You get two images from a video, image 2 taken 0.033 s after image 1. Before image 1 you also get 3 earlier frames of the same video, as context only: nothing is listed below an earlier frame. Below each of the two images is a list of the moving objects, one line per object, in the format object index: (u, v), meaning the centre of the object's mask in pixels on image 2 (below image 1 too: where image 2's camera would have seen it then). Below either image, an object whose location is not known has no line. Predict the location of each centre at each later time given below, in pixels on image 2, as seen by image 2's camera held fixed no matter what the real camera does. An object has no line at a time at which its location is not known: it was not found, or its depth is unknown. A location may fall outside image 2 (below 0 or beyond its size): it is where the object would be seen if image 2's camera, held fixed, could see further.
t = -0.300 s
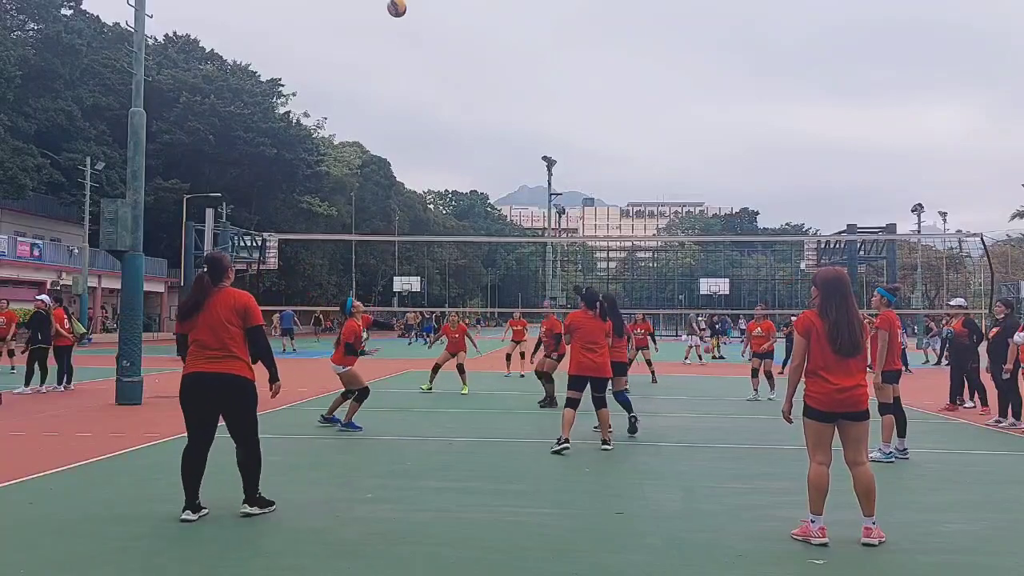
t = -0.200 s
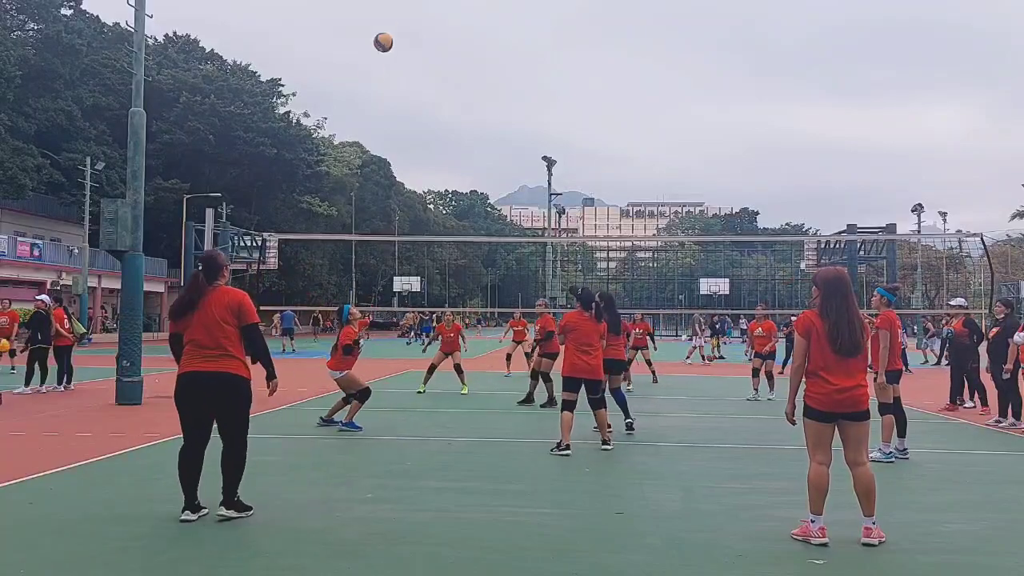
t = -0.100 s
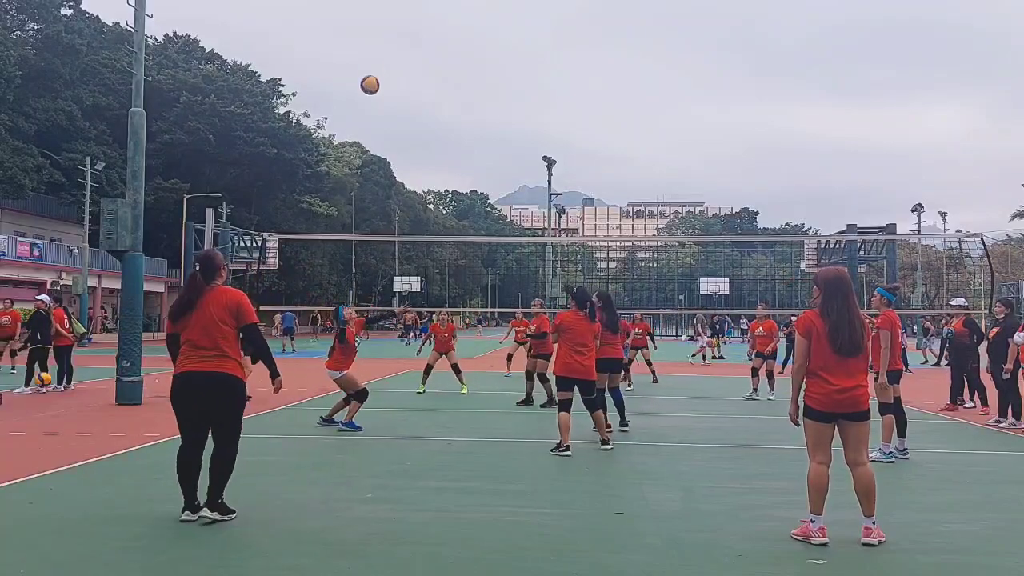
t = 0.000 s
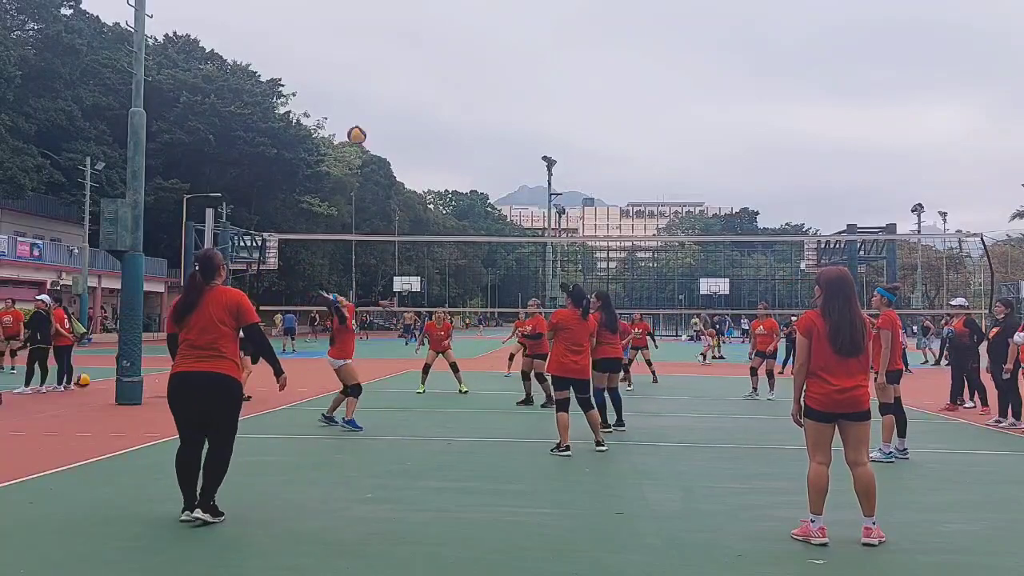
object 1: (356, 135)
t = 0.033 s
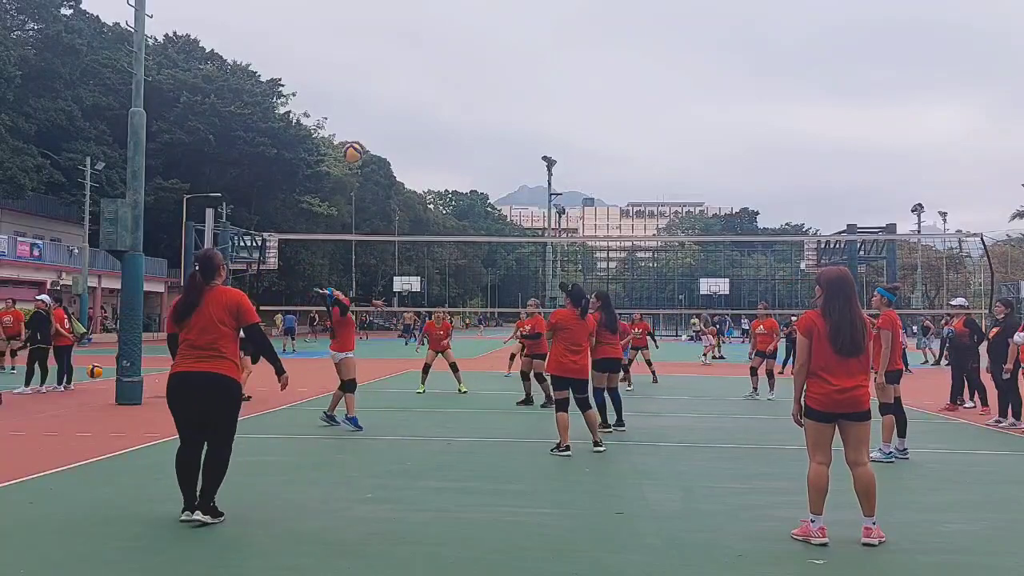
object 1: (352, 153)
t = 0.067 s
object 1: (348, 172)
